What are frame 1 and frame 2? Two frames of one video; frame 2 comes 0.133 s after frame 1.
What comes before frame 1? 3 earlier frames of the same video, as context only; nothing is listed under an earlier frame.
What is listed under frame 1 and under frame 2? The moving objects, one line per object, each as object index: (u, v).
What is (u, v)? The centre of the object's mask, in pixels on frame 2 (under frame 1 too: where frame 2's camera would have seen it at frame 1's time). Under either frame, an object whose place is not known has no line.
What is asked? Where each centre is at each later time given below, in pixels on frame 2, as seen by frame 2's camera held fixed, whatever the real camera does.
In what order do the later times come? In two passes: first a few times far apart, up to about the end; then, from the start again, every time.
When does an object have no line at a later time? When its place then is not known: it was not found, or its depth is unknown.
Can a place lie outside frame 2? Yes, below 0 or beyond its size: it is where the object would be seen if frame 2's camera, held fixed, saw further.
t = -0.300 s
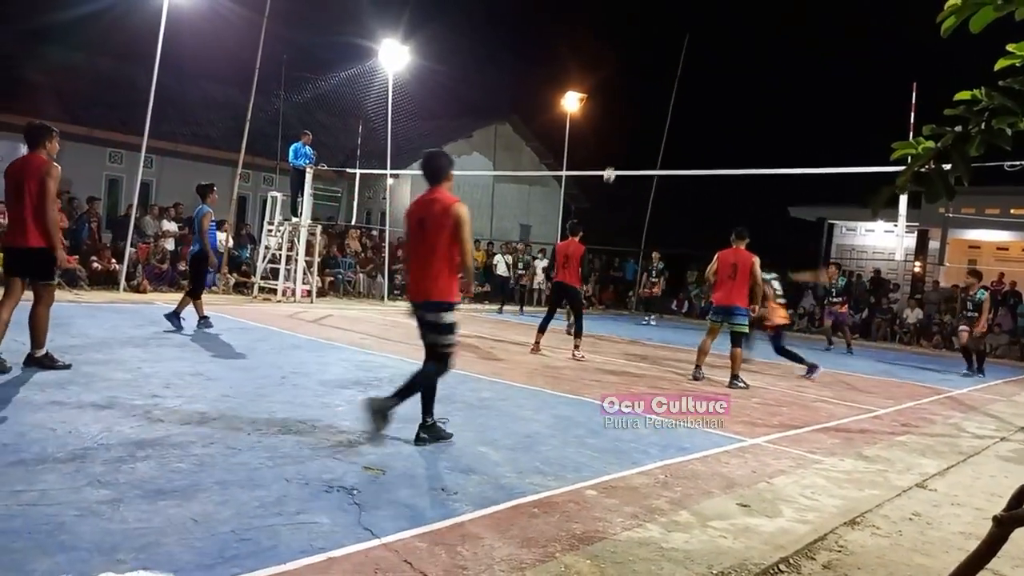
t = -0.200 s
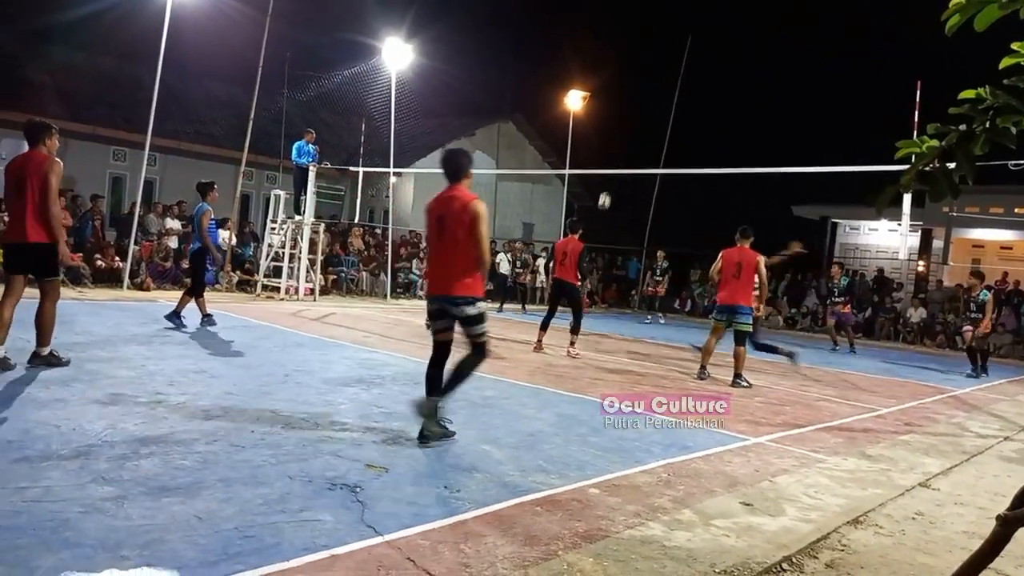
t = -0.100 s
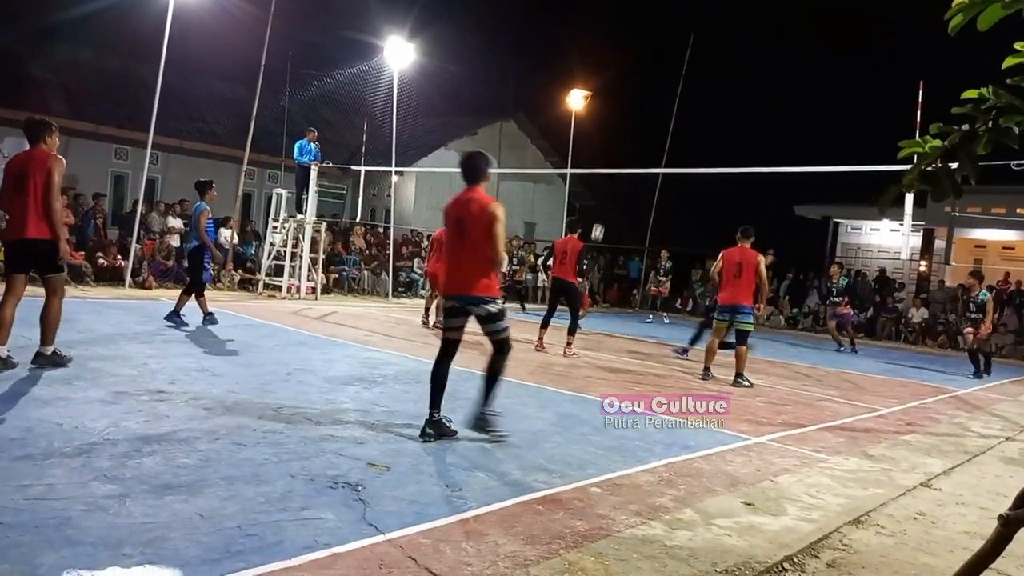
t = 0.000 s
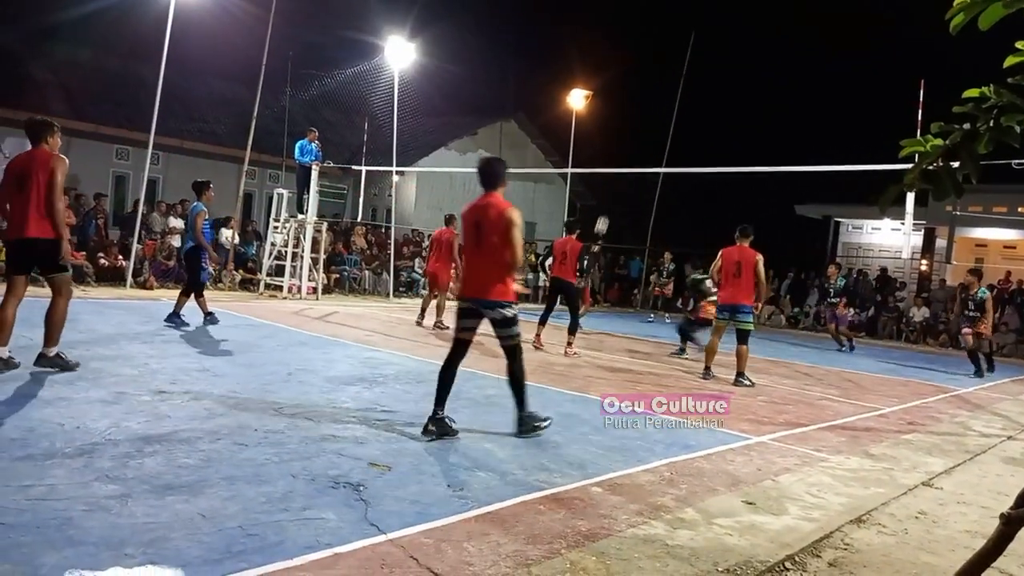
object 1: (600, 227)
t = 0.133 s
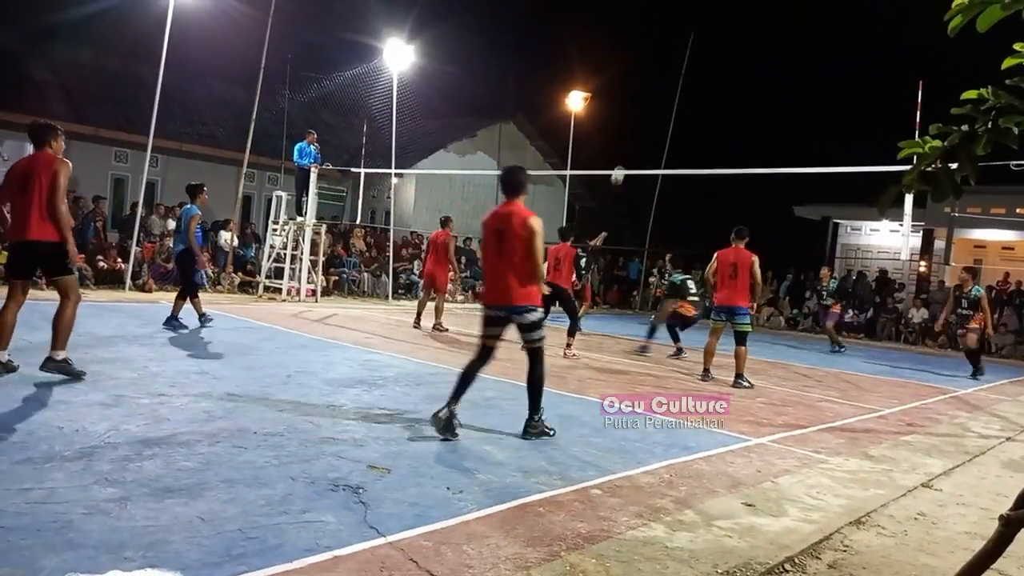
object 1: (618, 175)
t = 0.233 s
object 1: (630, 142)
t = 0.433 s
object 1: (654, 92)
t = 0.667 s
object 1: (679, 61)
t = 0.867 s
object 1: (698, 58)
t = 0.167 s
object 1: (622, 162)
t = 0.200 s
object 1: (626, 152)
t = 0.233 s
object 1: (630, 142)
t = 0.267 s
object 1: (634, 132)
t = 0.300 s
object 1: (638, 123)
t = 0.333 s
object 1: (642, 114)
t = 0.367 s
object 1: (647, 106)
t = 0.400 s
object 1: (650, 99)
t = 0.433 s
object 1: (654, 92)
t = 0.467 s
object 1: (658, 86)
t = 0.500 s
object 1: (661, 80)
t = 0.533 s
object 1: (665, 75)
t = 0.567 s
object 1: (669, 70)
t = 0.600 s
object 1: (672, 66)
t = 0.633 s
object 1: (675, 63)
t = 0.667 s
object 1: (679, 61)
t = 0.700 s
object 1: (682, 59)
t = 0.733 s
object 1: (685, 58)
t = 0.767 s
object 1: (689, 57)
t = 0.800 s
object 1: (692, 57)
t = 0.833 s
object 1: (695, 57)
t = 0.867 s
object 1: (698, 58)
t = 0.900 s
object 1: (701, 60)
